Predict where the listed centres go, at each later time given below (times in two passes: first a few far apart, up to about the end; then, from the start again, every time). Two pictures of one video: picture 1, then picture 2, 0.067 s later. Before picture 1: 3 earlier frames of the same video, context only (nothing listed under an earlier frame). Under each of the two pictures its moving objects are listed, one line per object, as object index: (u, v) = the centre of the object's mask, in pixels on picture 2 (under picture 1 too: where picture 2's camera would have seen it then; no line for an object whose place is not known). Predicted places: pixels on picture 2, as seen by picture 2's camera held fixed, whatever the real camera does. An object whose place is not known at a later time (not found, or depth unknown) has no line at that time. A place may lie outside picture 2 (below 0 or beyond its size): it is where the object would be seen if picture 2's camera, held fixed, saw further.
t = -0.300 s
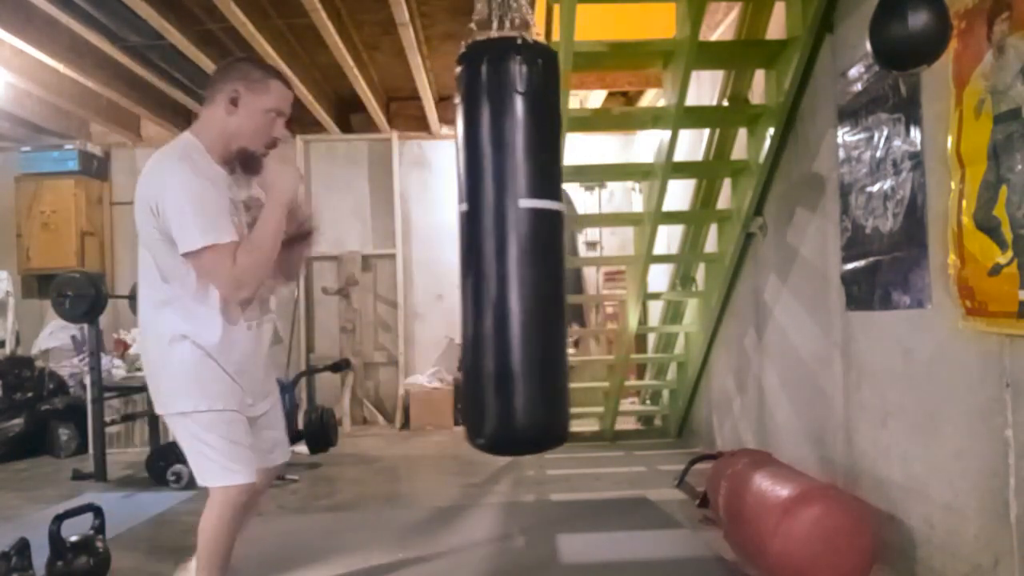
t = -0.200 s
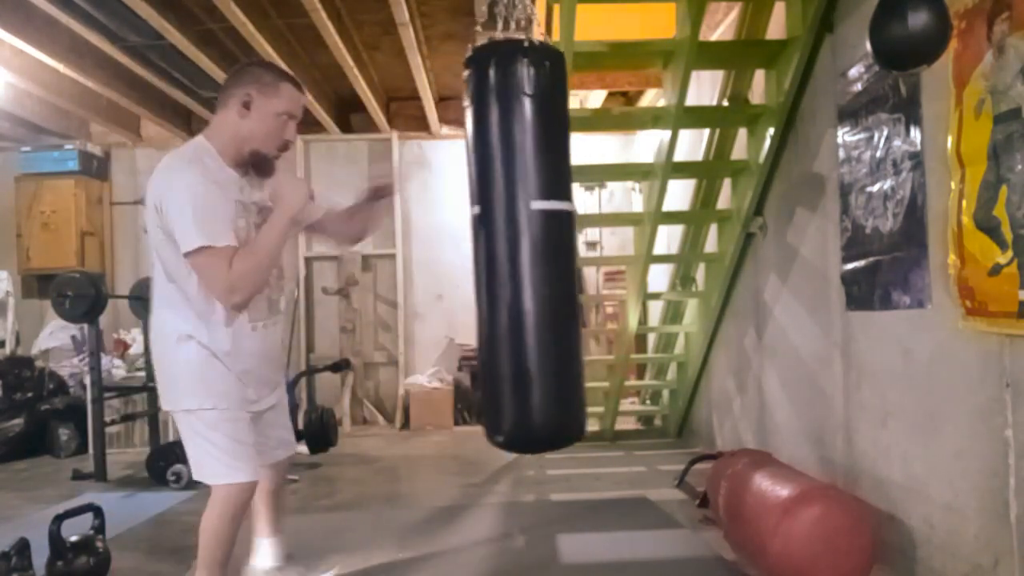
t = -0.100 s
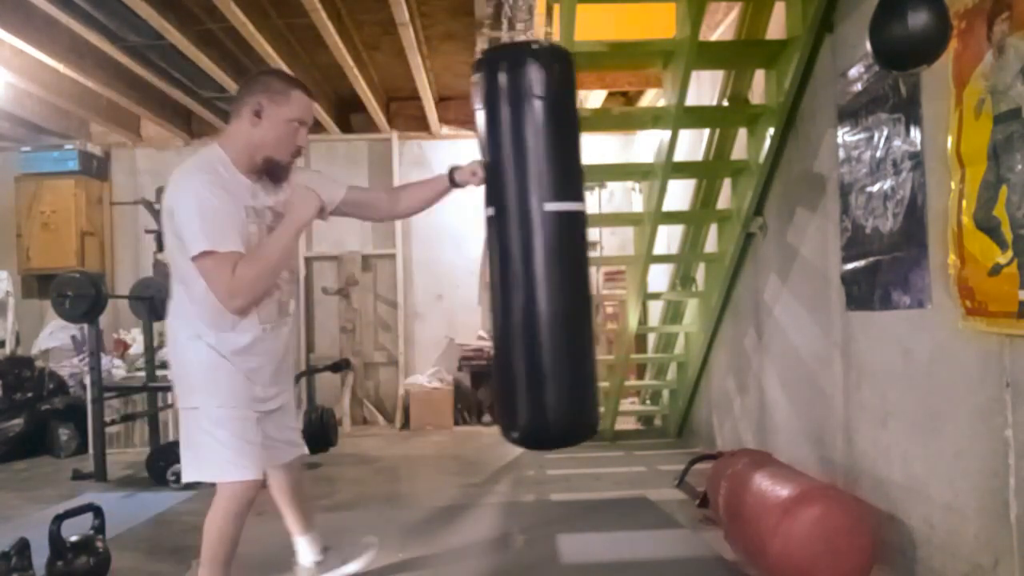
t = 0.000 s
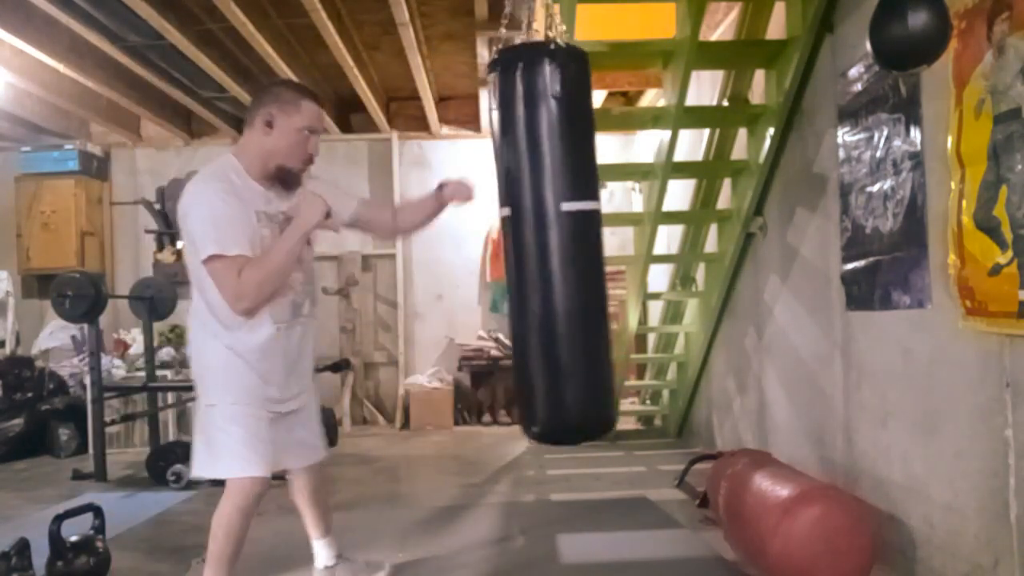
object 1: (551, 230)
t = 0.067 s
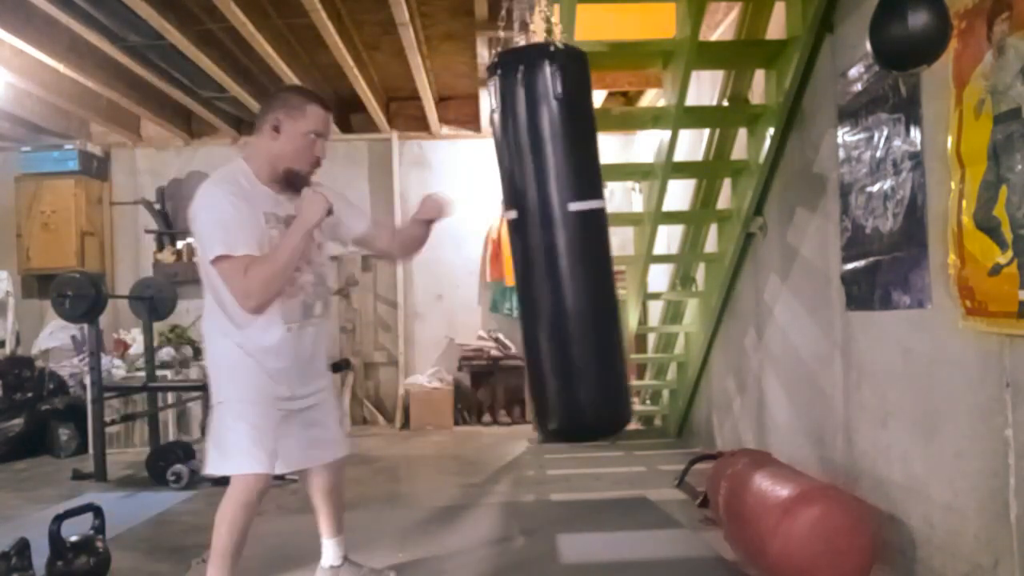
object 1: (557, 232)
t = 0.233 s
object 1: (570, 224)
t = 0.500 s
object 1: (568, 229)
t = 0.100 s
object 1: (559, 225)
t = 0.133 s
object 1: (563, 228)
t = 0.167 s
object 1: (566, 229)
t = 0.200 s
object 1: (568, 229)
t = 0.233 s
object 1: (570, 224)
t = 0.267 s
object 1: (572, 224)
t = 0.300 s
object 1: (573, 230)
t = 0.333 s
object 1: (573, 230)
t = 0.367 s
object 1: (572, 223)
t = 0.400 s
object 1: (572, 229)
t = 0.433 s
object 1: (570, 223)
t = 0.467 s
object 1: (570, 229)
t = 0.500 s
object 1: (568, 229)
